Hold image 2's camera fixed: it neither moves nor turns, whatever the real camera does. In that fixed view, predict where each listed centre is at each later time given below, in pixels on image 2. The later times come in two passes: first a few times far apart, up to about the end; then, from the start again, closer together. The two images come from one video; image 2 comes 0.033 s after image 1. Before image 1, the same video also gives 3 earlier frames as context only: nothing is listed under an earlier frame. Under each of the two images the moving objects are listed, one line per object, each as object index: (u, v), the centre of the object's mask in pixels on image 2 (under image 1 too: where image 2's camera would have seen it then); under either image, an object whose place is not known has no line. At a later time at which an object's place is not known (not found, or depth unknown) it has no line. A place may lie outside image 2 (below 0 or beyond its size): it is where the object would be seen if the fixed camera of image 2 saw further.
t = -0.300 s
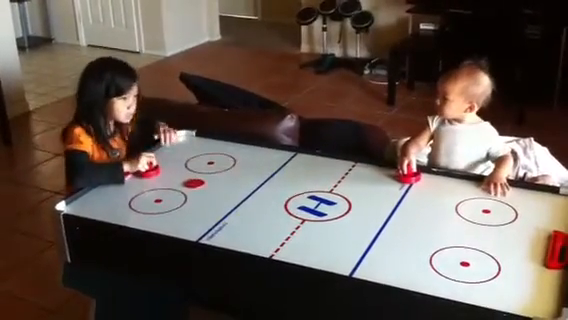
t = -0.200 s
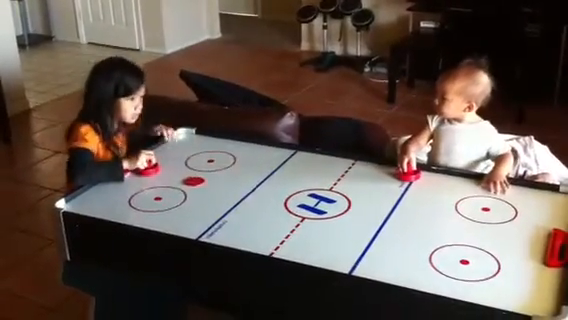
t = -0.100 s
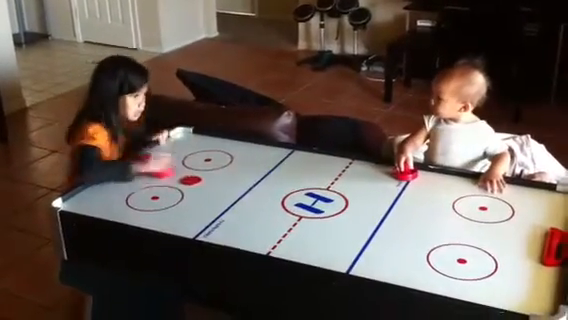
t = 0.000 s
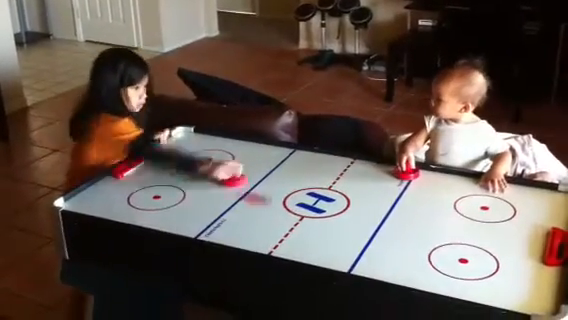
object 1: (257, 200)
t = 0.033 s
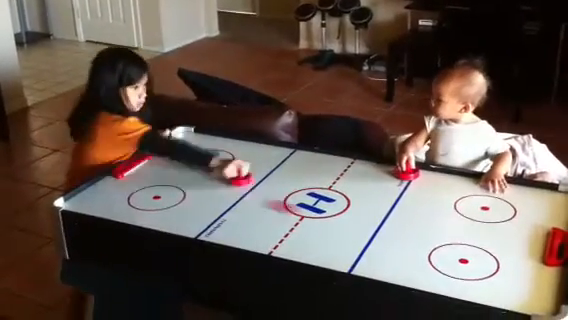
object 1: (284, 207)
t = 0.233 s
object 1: (481, 267)
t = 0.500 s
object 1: (406, 265)
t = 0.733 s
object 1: (279, 245)
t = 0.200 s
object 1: (444, 256)
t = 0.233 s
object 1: (481, 267)
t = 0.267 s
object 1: (523, 279)
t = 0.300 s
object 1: (541, 285)
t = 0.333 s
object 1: (517, 282)
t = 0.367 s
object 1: (494, 279)
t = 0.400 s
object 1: (471, 275)
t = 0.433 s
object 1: (449, 272)
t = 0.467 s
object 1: (426, 269)
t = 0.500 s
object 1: (406, 265)
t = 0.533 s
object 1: (386, 262)
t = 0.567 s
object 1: (368, 259)
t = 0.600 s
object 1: (347, 256)
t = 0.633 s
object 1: (329, 253)
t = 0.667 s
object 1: (313, 251)
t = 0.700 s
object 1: (296, 248)
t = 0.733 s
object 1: (279, 245)
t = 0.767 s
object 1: (261, 242)
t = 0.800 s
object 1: (245, 239)
